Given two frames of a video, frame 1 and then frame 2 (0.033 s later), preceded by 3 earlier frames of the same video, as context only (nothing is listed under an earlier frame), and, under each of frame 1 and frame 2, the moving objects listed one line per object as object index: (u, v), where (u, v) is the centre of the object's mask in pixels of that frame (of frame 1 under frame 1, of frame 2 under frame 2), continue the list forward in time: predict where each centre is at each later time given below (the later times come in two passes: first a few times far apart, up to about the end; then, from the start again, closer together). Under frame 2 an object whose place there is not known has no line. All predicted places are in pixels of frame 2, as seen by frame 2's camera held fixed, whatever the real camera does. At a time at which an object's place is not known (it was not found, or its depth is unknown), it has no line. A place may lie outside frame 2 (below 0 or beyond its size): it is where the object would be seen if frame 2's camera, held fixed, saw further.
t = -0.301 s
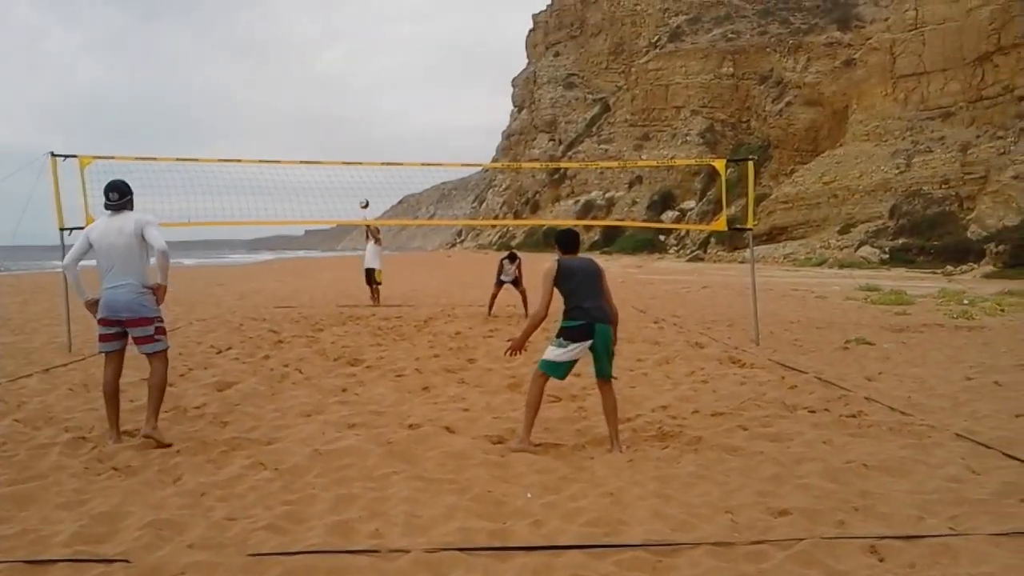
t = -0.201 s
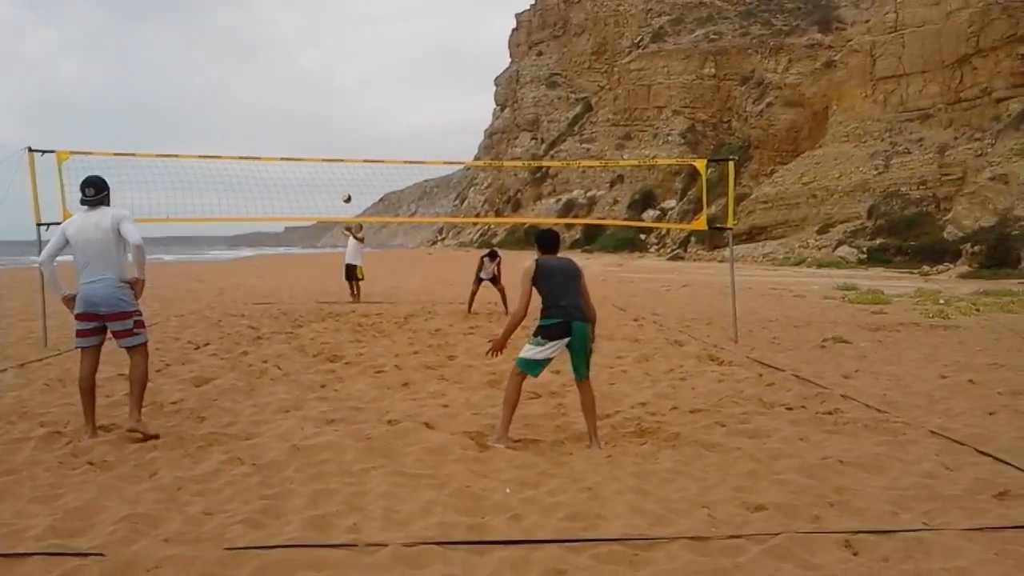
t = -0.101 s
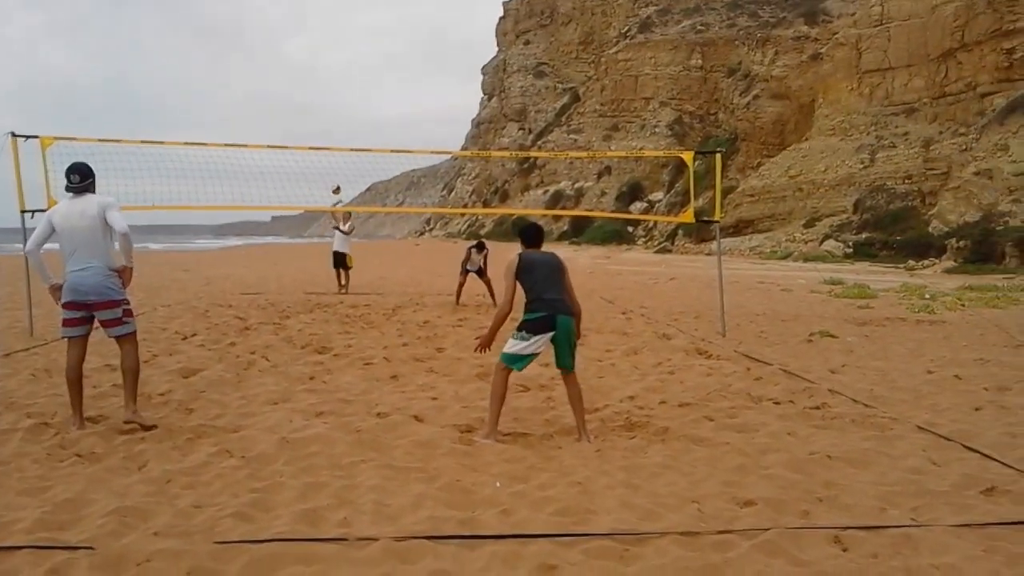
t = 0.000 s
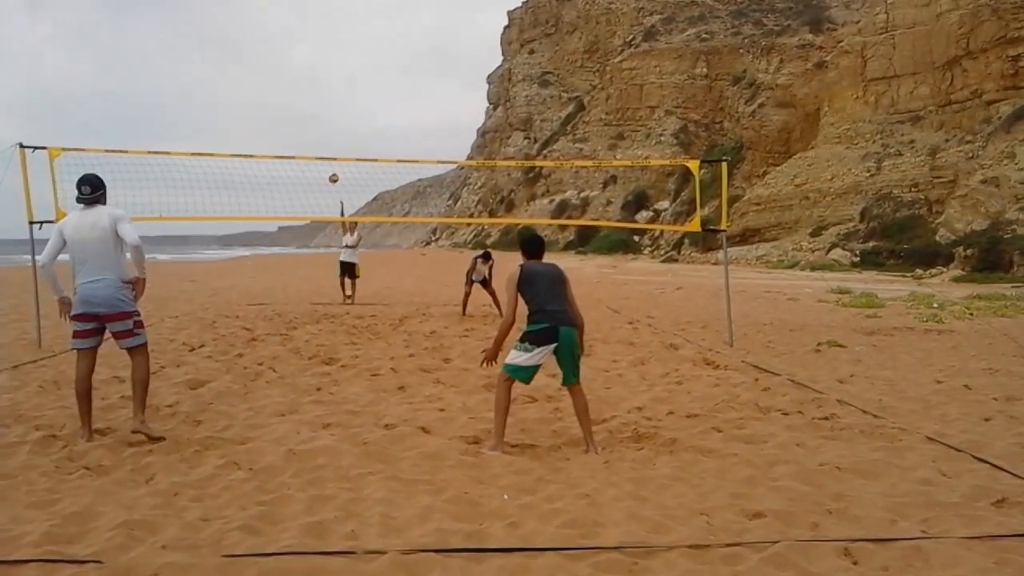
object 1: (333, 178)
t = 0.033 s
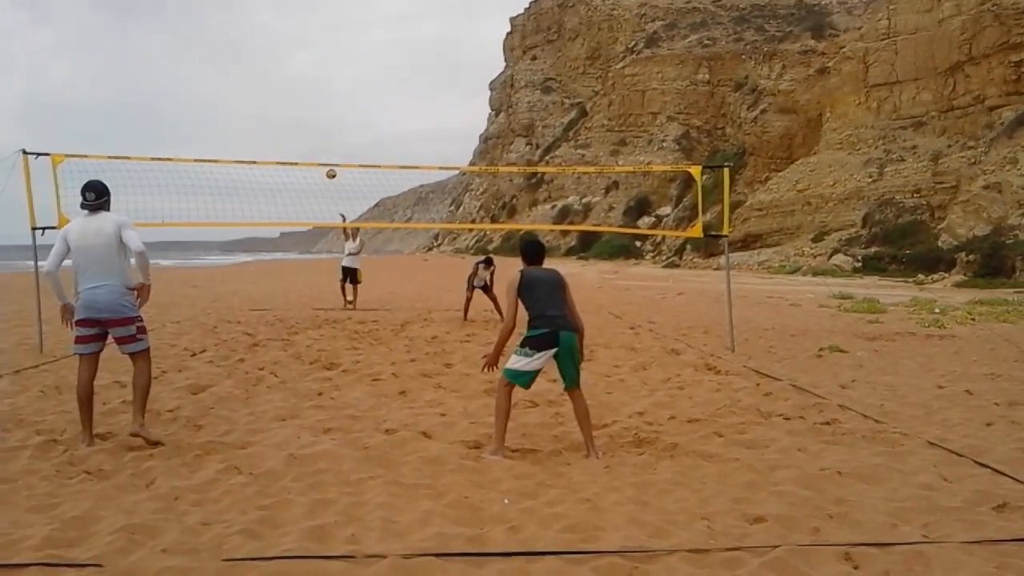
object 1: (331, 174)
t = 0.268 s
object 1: (294, 113)
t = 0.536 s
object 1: (246, 63)
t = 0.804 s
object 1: (186, 49)
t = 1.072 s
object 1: (100, 94)
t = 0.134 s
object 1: (316, 146)
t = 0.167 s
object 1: (311, 137)
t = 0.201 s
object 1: (306, 129)
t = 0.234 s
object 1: (301, 121)
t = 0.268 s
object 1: (294, 113)
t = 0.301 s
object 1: (290, 107)
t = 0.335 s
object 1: (286, 101)
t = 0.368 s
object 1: (281, 92)
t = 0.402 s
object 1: (275, 85)
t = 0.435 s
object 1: (268, 78)
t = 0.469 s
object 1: (260, 72)
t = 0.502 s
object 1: (253, 67)
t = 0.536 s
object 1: (246, 63)
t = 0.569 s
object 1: (240, 59)
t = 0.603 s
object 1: (233, 55)
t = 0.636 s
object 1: (225, 53)
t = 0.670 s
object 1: (217, 51)
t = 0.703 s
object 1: (209, 50)
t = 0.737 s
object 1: (202, 50)
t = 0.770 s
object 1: (194, 50)
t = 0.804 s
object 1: (186, 49)
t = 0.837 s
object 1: (177, 51)
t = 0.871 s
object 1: (168, 53)
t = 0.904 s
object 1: (158, 56)
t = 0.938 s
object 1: (149, 62)
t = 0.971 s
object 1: (138, 68)
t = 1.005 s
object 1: (126, 75)
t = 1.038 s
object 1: (114, 84)
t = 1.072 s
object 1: (100, 94)
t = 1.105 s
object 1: (88, 107)
